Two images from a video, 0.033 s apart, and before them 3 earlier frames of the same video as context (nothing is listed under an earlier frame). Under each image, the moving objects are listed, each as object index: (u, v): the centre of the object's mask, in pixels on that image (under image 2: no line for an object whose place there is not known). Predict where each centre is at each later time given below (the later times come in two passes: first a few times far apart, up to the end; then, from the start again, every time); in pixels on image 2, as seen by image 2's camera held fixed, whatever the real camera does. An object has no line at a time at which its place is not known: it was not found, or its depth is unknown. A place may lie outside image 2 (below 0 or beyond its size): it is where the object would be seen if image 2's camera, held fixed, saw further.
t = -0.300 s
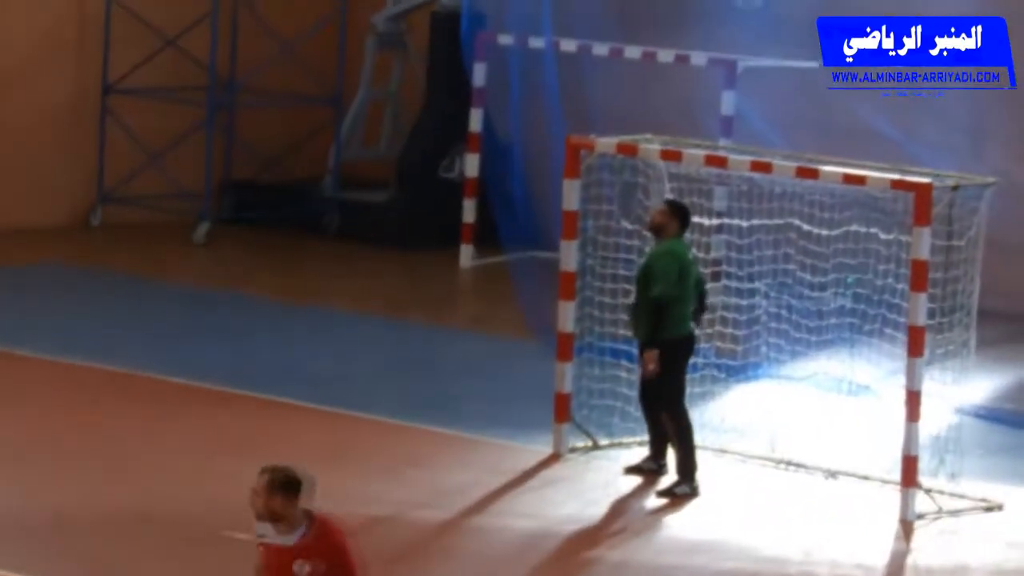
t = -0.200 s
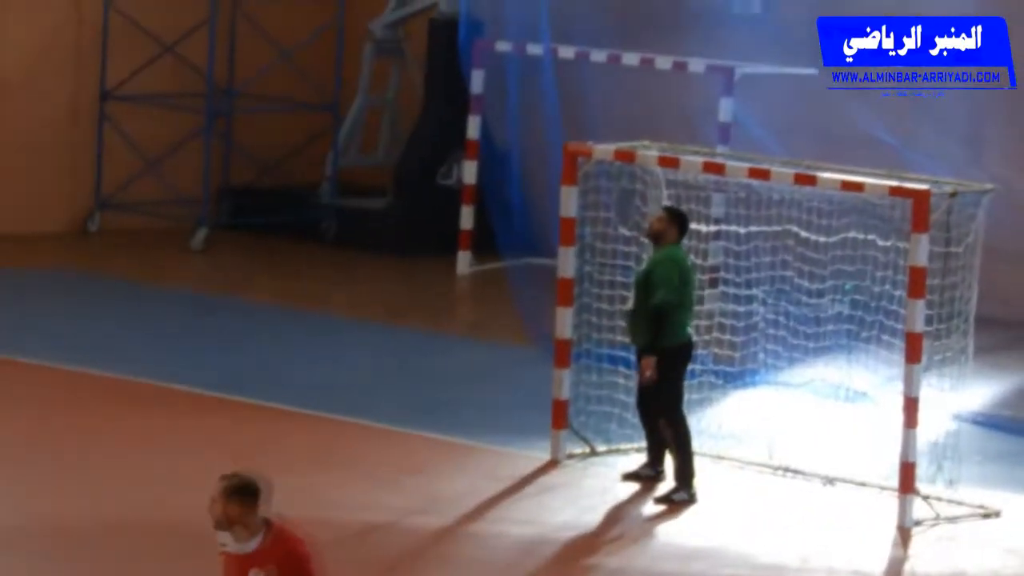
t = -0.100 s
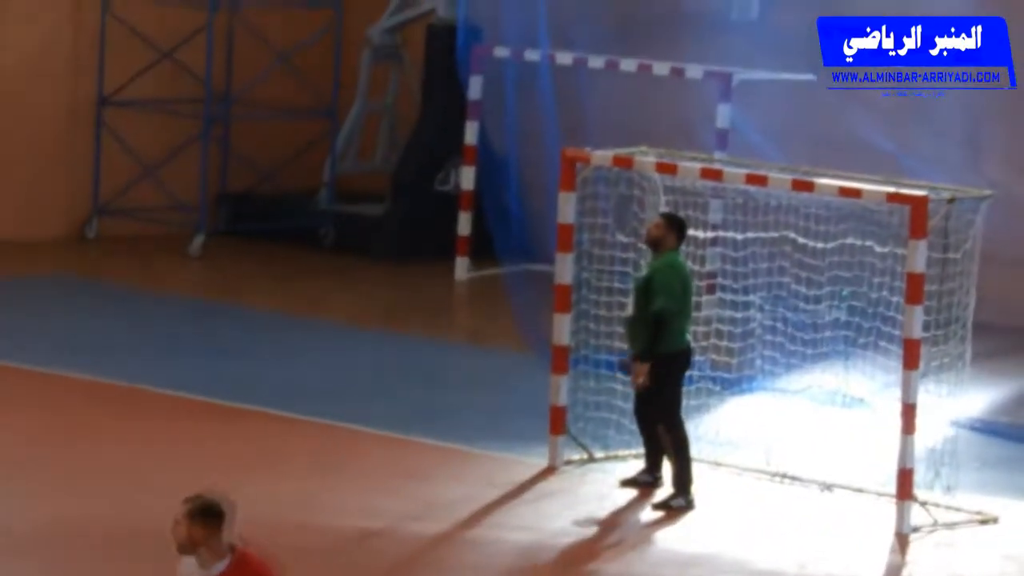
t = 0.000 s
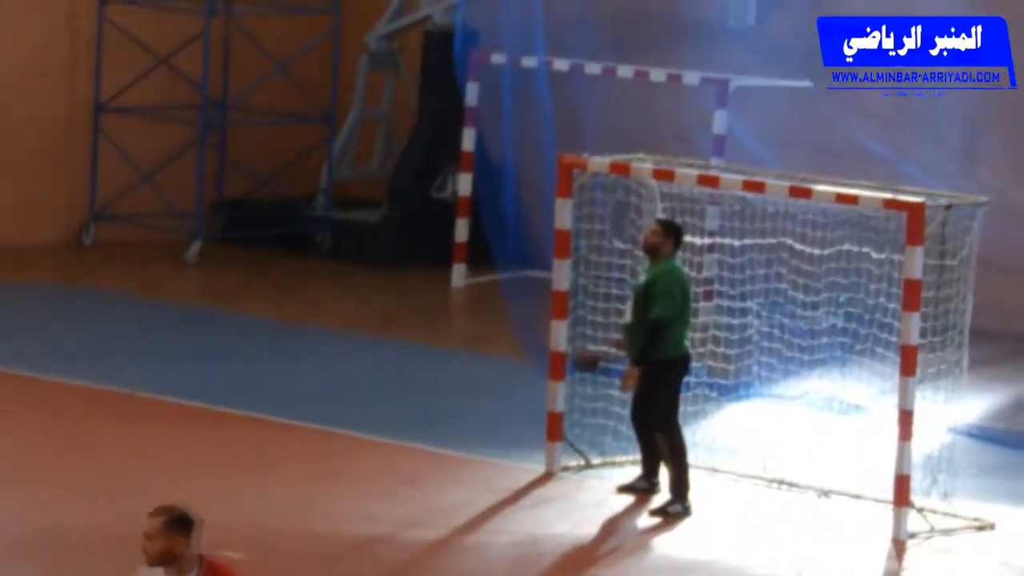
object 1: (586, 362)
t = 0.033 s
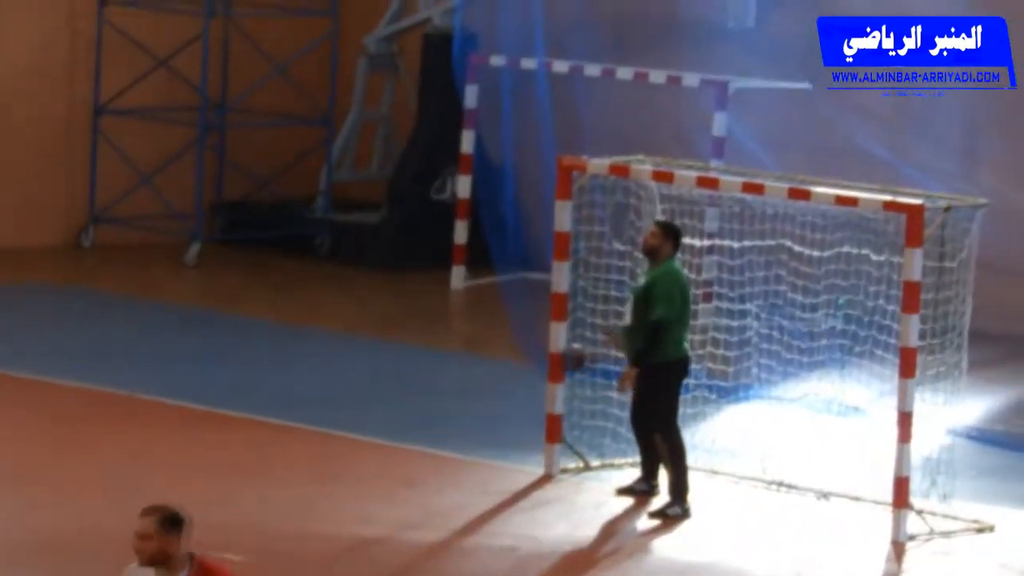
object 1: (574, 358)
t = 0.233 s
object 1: (475, 379)
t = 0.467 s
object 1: (355, 485)
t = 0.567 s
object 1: (308, 522)
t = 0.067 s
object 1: (554, 357)
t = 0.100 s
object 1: (538, 357)
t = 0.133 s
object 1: (524, 360)
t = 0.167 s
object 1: (508, 365)
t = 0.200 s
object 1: (491, 370)
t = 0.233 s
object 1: (475, 379)
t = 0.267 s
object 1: (458, 387)
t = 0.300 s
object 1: (441, 398)
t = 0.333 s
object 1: (424, 412)
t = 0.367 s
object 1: (407, 427)
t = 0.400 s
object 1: (390, 444)
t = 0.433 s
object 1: (373, 462)
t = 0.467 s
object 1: (355, 485)
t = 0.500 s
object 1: (338, 507)
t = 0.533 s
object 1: (321, 533)
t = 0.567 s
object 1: (308, 522)
